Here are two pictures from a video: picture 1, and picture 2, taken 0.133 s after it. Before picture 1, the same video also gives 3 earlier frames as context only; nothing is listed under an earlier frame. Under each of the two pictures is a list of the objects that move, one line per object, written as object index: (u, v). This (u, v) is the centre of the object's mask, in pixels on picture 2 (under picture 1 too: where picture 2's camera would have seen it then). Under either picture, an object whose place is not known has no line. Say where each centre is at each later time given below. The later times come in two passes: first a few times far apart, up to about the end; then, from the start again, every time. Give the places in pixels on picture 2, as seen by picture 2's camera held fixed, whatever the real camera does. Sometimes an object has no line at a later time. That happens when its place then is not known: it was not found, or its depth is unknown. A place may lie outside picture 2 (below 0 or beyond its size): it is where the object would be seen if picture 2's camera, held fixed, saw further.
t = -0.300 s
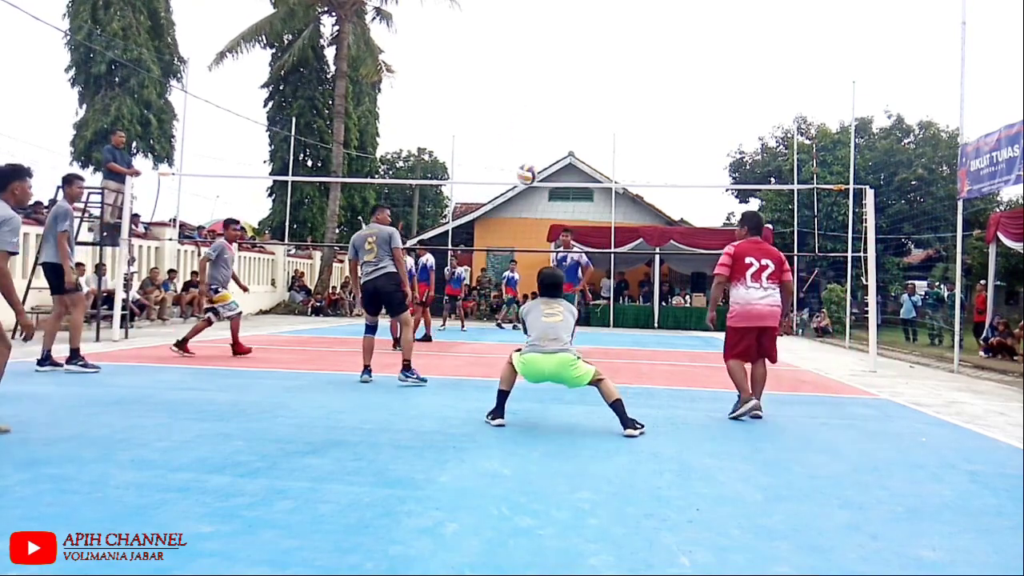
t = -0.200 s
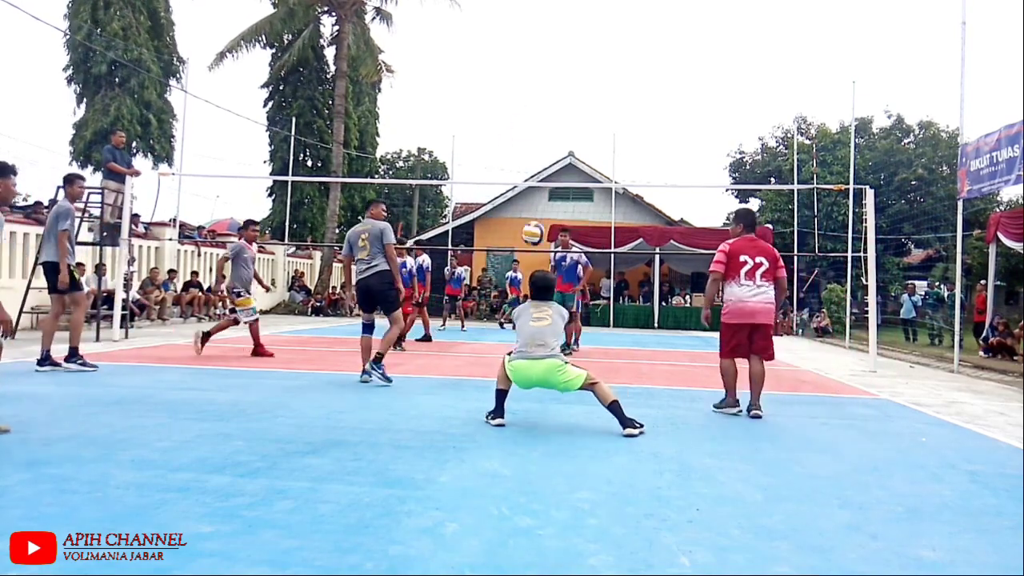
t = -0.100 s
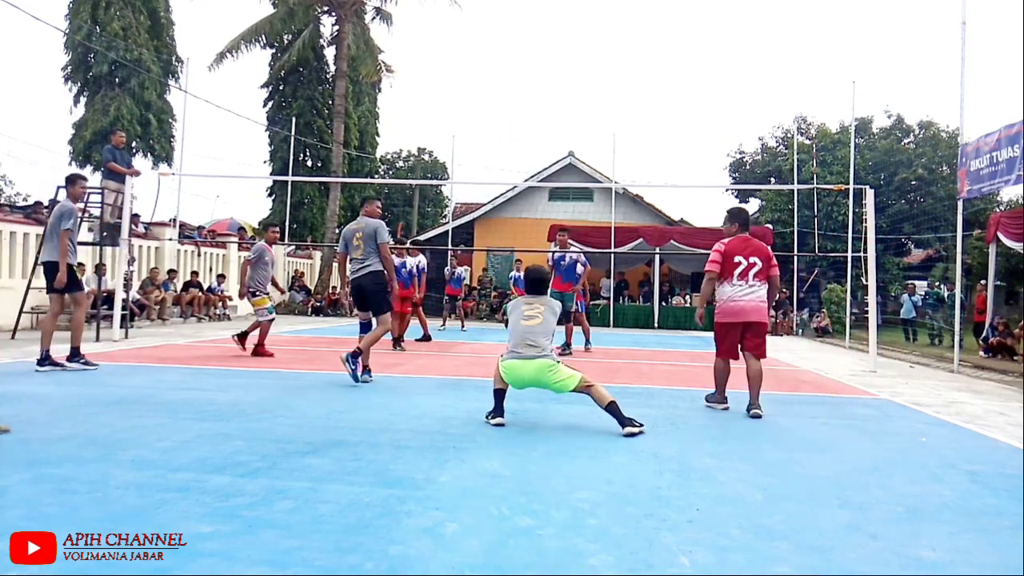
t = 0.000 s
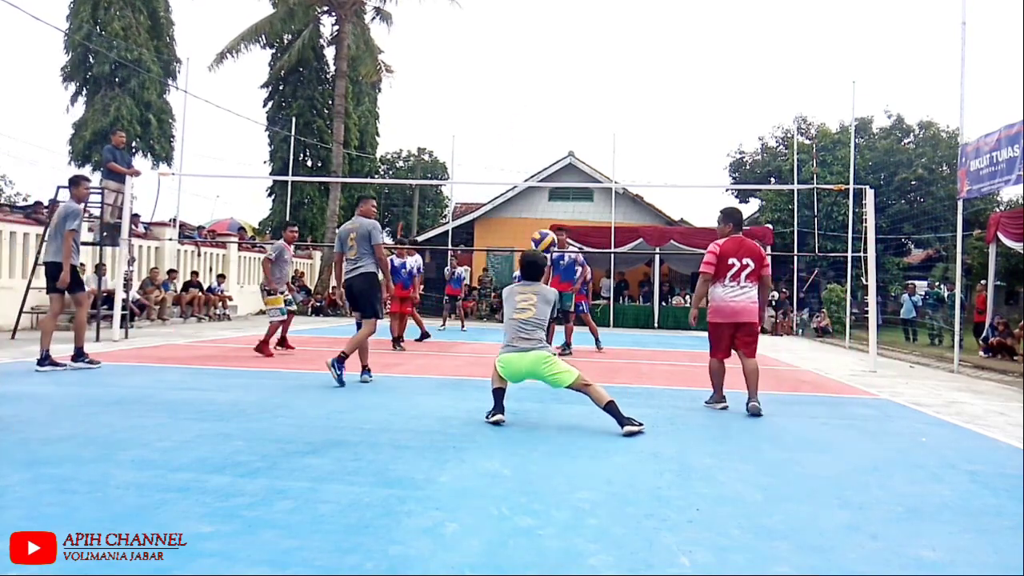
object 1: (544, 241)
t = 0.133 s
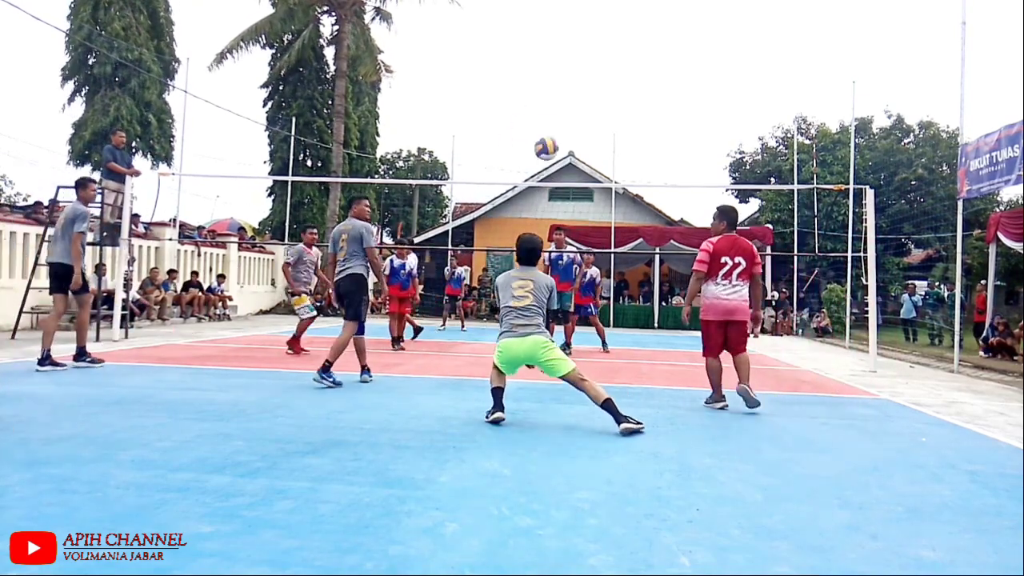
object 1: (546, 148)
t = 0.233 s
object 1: (547, 95)
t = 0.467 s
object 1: (552, 25)
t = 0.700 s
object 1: (554, 14)
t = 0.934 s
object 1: (554, 57)
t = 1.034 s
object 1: (555, 88)
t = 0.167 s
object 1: (546, 130)
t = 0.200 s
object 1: (547, 112)
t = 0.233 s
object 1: (547, 95)
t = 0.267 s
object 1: (548, 80)
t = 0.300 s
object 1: (549, 68)
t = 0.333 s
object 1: (549, 57)
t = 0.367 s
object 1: (550, 47)
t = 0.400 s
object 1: (551, 38)
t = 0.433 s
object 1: (552, 30)
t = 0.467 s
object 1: (552, 25)
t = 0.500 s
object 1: (553, 19)
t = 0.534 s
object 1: (553, 15)
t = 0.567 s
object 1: (554, 12)
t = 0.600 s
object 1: (554, 11)
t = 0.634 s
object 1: (553, 12)
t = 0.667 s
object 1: (554, 12)
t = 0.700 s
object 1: (554, 14)
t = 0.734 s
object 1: (554, 18)
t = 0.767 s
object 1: (555, 23)
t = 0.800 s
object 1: (555, 27)
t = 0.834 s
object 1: (555, 32)
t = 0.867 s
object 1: (555, 39)
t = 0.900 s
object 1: (555, 47)
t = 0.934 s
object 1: (554, 57)
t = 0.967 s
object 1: (555, 66)
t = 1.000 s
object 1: (555, 77)
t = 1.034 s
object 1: (555, 88)
